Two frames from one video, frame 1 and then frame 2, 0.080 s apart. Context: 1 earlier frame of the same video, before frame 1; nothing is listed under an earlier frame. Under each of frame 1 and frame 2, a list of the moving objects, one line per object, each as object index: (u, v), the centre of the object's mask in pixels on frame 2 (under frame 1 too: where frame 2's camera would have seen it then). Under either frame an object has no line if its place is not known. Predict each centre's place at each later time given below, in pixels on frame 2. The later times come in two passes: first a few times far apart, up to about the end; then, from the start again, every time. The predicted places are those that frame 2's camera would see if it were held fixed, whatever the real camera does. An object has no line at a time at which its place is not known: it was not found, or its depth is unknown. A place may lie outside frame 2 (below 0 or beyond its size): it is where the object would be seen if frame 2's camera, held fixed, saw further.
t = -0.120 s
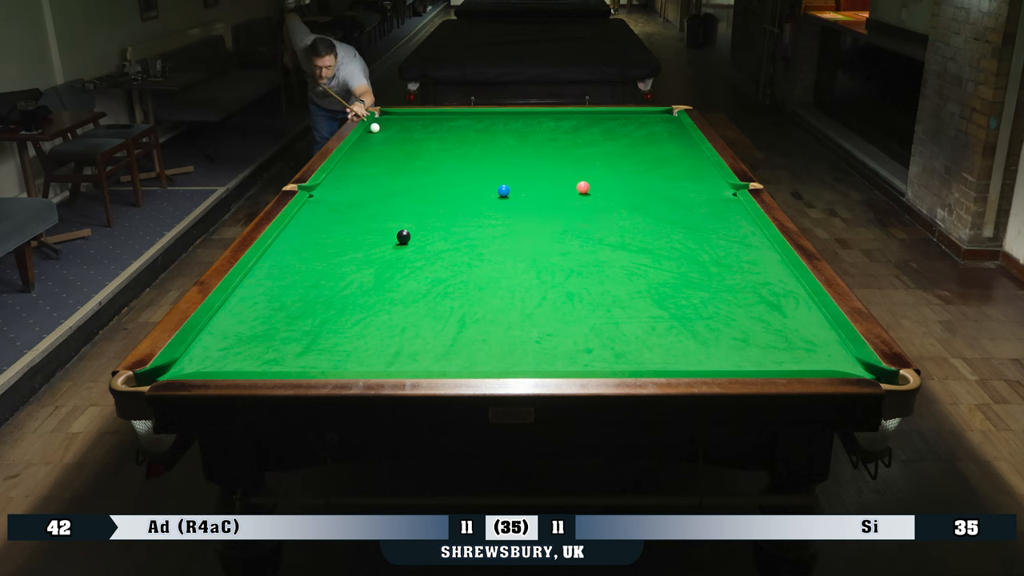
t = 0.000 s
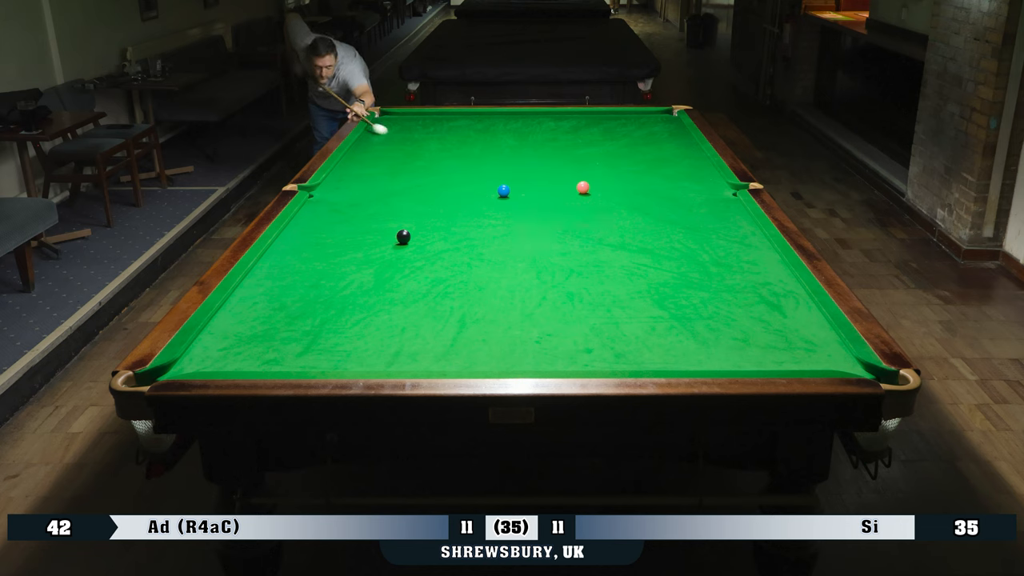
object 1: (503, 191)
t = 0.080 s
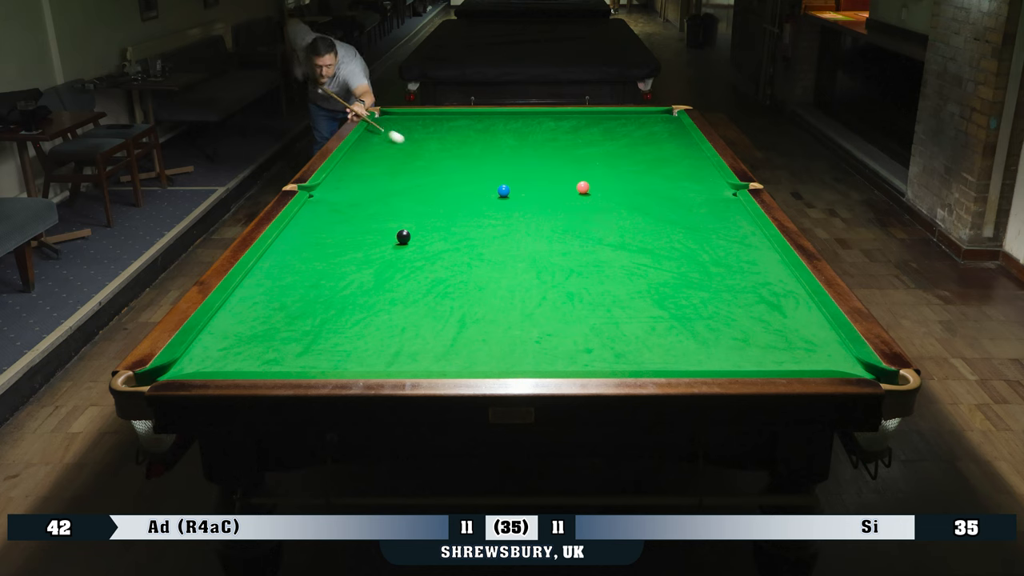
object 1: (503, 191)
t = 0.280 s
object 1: (503, 191)
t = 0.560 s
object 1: (506, 196)
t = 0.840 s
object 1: (530, 232)
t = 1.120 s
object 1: (554, 271)
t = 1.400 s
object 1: (586, 321)
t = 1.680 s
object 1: (620, 357)
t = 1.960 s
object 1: (633, 317)
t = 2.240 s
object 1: (644, 286)
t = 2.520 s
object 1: (654, 260)
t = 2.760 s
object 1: (661, 242)
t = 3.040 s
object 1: (668, 224)
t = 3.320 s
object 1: (674, 208)
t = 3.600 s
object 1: (680, 194)
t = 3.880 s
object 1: (685, 182)
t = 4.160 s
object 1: (689, 172)
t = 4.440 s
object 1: (693, 163)
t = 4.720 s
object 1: (696, 155)
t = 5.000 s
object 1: (694, 148)
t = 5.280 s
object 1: (687, 143)
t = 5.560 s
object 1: (681, 138)
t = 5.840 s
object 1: (676, 133)
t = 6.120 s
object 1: (671, 129)
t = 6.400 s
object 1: (667, 126)
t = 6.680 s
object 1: (664, 123)
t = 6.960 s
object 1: (660, 120)
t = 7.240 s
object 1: (657, 118)
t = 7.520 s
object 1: (655, 117)
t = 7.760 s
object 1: (653, 115)
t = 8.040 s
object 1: (651, 114)
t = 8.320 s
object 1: (650, 113)
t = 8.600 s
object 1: (648, 113)
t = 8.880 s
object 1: (648, 112)
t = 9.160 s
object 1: (648, 112)
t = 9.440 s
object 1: (648, 112)
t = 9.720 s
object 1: (648, 112)
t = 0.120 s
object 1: (503, 191)
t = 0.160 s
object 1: (503, 191)
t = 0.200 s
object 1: (503, 191)
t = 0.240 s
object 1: (503, 191)
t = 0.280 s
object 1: (503, 191)
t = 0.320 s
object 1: (503, 191)
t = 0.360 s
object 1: (503, 191)
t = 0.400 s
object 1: (503, 191)
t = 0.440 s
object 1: (503, 191)
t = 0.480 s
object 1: (503, 191)
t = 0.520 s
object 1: (504, 191)
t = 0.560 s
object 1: (506, 196)
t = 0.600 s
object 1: (510, 201)
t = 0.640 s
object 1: (513, 206)
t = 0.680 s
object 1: (517, 212)
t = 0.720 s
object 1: (520, 218)
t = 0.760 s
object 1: (523, 223)
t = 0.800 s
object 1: (526, 227)
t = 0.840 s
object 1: (530, 232)
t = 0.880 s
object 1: (533, 237)
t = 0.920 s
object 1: (536, 243)
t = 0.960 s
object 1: (540, 248)
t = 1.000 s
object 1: (543, 253)
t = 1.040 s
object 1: (547, 259)
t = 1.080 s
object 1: (550, 265)
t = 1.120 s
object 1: (554, 271)
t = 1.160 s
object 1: (558, 278)
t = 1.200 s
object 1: (563, 284)
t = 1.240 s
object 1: (567, 291)
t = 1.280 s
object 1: (572, 298)
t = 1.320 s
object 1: (576, 305)
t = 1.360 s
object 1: (581, 313)
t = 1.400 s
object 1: (586, 321)
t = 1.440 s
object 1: (591, 329)
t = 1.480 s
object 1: (597, 338)
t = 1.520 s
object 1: (602, 346)
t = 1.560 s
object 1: (608, 356)
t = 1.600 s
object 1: (613, 361)
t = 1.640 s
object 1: (618, 362)
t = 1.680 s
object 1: (620, 357)
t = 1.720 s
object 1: (622, 350)
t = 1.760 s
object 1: (624, 343)
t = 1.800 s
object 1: (625, 338)
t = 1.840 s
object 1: (627, 332)
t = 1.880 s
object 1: (629, 327)
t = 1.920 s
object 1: (631, 322)
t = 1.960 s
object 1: (633, 317)
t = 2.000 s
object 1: (635, 312)
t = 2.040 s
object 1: (636, 308)
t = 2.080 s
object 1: (638, 303)
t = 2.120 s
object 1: (639, 298)
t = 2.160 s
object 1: (641, 294)
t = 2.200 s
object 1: (643, 290)
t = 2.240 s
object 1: (644, 286)
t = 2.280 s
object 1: (646, 282)
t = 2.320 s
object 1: (647, 278)
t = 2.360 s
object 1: (648, 274)
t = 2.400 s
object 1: (650, 271)
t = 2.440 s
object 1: (651, 267)
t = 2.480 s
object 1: (652, 264)
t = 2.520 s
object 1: (654, 260)
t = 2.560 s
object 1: (655, 257)
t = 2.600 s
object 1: (656, 254)
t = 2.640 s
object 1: (657, 251)
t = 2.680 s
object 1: (658, 248)
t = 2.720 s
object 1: (660, 245)
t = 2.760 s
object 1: (661, 242)
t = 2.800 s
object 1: (662, 239)
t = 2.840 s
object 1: (663, 237)
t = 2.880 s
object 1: (664, 234)
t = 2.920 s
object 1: (665, 231)
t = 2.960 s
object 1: (666, 228)
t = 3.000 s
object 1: (667, 226)
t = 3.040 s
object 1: (668, 224)
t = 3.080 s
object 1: (669, 221)
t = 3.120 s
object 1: (670, 219)
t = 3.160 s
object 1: (670, 216)
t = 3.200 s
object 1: (671, 215)
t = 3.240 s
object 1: (672, 212)
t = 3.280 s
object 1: (673, 210)
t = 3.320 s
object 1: (674, 208)
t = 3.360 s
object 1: (675, 206)
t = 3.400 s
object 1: (676, 204)
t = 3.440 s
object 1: (677, 202)
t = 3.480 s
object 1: (677, 200)
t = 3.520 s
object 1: (678, 198)
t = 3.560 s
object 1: (679, 196)
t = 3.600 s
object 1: (680, 194)
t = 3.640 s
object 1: (680, 192)
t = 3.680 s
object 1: (681, 191)
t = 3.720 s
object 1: (682, 189)
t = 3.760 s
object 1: (682, 187)
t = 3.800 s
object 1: (683, 186)
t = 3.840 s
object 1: (684, 184)
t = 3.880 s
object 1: (685, 182)
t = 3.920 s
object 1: (685, 180)
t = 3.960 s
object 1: (686, 179)
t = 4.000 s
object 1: (686, 178)
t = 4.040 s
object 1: (687, 176)
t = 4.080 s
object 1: (688, 175)
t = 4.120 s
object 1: (688, 173)
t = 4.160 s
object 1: (689, 172)
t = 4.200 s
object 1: (689, 170)
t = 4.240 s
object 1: (690, 169)
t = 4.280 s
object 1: (691, 168)
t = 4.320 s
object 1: (691, 166)
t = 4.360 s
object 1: (692, 165)
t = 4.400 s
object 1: (692, 164)
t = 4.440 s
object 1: (693, 163)
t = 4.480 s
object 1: (693, 162)
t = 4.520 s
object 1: (694, 160)
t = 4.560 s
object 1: (694, 159)
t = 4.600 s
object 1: (695, 158)
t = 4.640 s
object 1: (695, 157)
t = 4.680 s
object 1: (696, 156)
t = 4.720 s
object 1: (696, 155)
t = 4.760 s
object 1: (697, 154)
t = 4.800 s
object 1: (697, 153)
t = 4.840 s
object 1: (698, 152)
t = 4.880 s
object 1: (698, 150)
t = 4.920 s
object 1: (697, 150)
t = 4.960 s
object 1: (695, 149)
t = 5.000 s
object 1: (694, 148)
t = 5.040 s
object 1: (693, 147)
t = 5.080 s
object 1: (692, 146)
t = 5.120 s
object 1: (691, 146)
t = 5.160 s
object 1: (690, 145)
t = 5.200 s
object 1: (689, 144)
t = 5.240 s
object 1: (688, 143)
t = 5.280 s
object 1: (687, 143)
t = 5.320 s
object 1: (686, 142)
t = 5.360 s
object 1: (686, 141)
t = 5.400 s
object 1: (684, 140)
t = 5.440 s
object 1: (683, 140)
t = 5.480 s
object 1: (683, 139)
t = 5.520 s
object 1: (682, 138)
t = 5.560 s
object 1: (681, 138)
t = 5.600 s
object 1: (680, 137)
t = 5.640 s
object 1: (679, 136)
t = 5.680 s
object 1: (678, 135)
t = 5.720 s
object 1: (678, 135)
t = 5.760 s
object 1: (677, 134)
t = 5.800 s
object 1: (677, 134)
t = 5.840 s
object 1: (676, 133)
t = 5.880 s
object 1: (675, 133)
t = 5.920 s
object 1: (675, 132)
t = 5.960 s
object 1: (674, 131)
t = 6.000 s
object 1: (673, 131)
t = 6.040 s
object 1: (672, 130)
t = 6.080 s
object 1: (672, 130)
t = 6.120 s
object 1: (671, 129)
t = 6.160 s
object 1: (670, 129)
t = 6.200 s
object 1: (670, 128)
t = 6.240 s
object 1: (670, 128)
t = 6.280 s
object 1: (669, 127)
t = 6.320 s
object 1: (668, 127)
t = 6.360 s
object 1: (668, 126)
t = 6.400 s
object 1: (667, 126)
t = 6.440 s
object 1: (666, 125)
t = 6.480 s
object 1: (666, 125)
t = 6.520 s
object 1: (666, 125)
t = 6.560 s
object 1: (665, 124)
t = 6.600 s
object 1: (665, 124)
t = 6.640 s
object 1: (664, 123)
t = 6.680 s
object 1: (664, 123)
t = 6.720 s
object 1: (663, 122)
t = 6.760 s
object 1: (662, 122)
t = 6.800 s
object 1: (662, 122)
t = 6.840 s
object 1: (661, 121)
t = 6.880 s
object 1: (661, 121)
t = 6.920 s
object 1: (660, 121)
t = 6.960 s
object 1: (660, 120)
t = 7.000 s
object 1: (659, 120)
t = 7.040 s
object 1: (659, 120)
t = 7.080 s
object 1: (658, 119)
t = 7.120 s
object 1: (658, 119)
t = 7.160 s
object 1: (658, 119)
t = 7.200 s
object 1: (658, 119)
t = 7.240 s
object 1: (657, 118)
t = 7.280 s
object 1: (657, 118)
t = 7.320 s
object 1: (656, 118)
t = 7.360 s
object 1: (656, 117)
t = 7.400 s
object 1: (656, 117)
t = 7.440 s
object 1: (655, 117)
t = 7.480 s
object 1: (655, 117)
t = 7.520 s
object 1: (655, 117)
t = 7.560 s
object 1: (654, 116)
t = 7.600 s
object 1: (654, 116)
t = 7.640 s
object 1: (654, 116)
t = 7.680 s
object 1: (654, 116)
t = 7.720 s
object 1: (653, 115)
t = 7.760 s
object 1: (653, 115)
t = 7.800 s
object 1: (653, 115)
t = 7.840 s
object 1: (653, 115)
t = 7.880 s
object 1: (652, 115)
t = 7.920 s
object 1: (652, 115)
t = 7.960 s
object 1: (652, 115)
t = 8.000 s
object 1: (651, 114)
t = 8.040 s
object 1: (651, 114)
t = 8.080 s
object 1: (651, 114)
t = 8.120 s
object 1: (651, 114)
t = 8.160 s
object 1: (651, 114)
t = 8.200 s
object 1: (650, 114)
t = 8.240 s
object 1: (650, 114)
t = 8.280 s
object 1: (650, 113)
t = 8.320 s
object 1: (650, 113)
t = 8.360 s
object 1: (649, 113)
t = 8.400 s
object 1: (649, 113)
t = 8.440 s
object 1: (649, 113)
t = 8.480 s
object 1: (649, 113)
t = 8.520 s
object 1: (649, 113)
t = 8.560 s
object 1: (649, 113)
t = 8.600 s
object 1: (648, 113)
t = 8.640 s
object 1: (648, 113)
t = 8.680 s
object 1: (648, 112)
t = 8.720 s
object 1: (648, 112)
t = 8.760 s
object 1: (648, 112)
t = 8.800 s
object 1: (648, 112)
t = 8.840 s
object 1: (648, 112)
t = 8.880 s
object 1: (648, 112)
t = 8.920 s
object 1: (648, 112)
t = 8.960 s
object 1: (648, 112)
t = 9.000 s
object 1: (648, 112)
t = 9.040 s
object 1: (648, 112)
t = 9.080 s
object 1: (648, 112)
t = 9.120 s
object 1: (648, 112)
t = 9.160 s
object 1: (648, 112)
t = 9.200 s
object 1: (648, 112)
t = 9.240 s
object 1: (648, 112)
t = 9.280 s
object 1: (648, 112)
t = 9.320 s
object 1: (648, 112)
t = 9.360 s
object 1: (648, 112)
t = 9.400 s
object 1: (648, 112)
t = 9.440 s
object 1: (648, 112)
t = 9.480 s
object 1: (648, 112)
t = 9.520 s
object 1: (648, 112)
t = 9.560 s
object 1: (648, 112)
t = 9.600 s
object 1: (648, 112)
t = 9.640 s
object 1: (648, 112)
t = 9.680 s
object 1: (648, 112)
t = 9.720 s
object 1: (648, 112)
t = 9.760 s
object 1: (648, 112)
